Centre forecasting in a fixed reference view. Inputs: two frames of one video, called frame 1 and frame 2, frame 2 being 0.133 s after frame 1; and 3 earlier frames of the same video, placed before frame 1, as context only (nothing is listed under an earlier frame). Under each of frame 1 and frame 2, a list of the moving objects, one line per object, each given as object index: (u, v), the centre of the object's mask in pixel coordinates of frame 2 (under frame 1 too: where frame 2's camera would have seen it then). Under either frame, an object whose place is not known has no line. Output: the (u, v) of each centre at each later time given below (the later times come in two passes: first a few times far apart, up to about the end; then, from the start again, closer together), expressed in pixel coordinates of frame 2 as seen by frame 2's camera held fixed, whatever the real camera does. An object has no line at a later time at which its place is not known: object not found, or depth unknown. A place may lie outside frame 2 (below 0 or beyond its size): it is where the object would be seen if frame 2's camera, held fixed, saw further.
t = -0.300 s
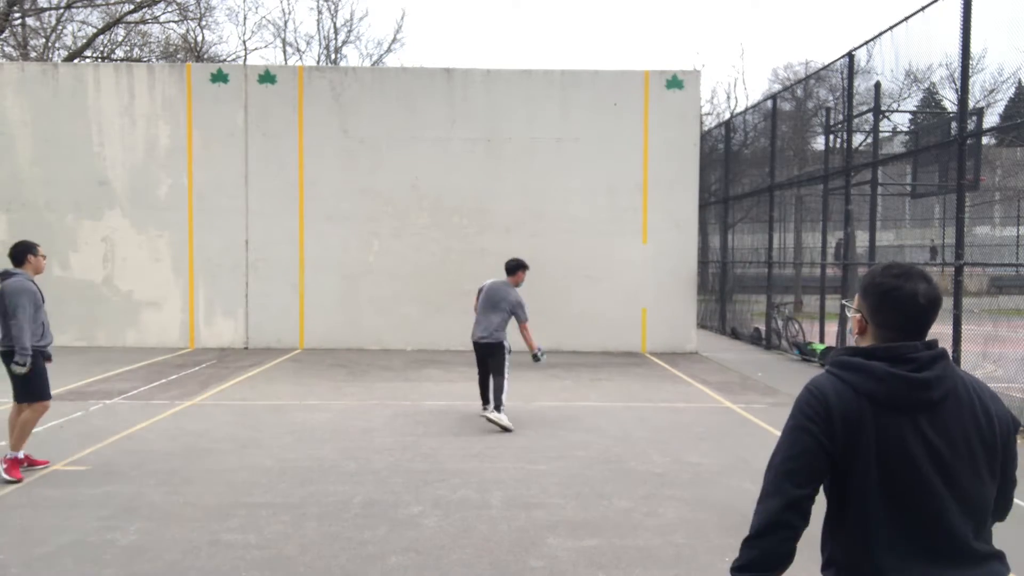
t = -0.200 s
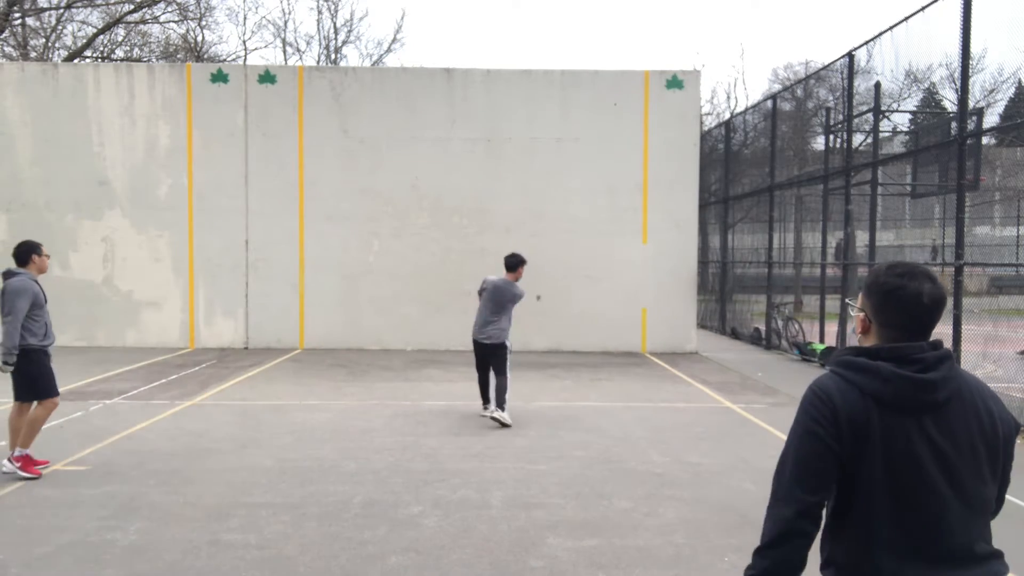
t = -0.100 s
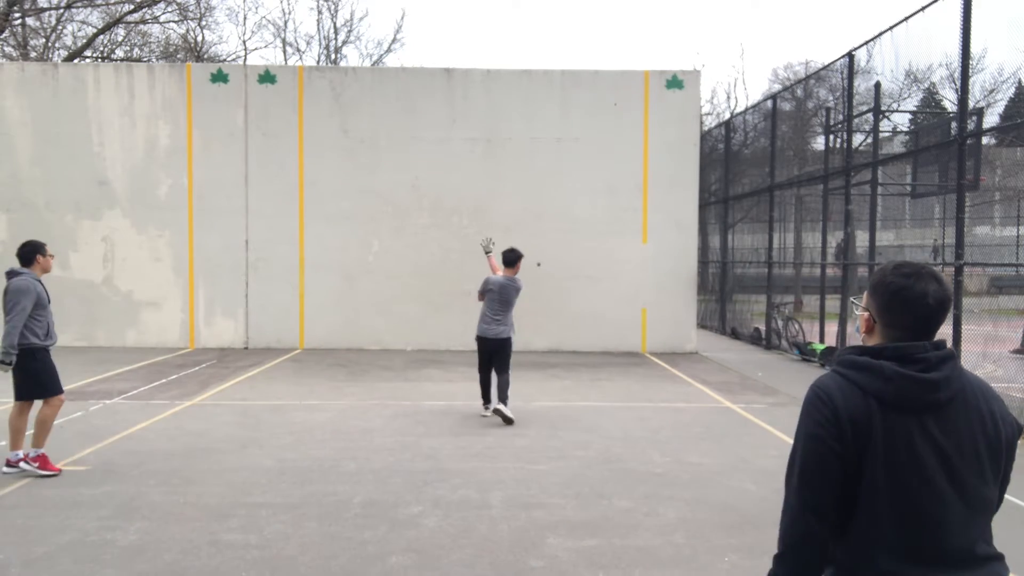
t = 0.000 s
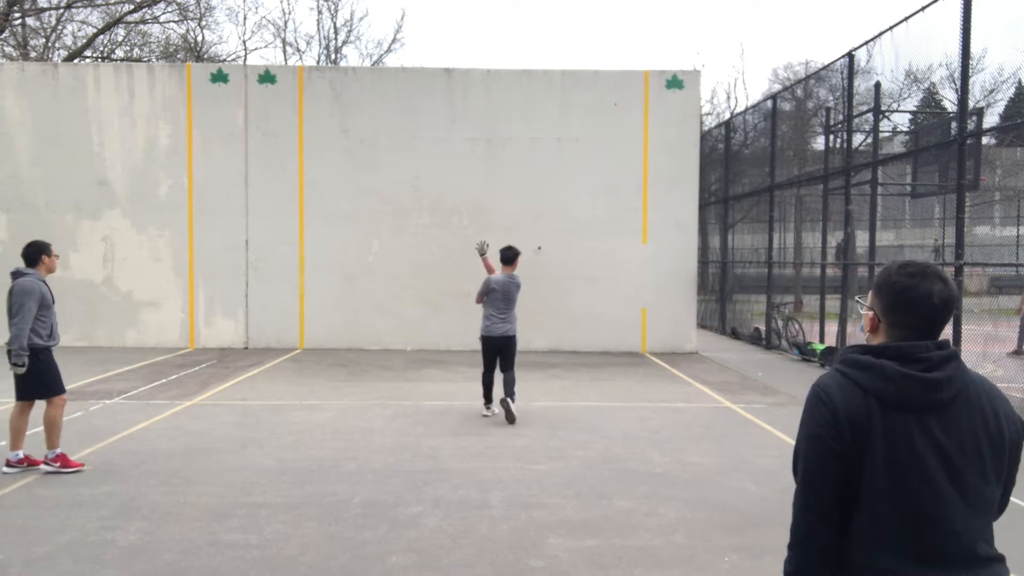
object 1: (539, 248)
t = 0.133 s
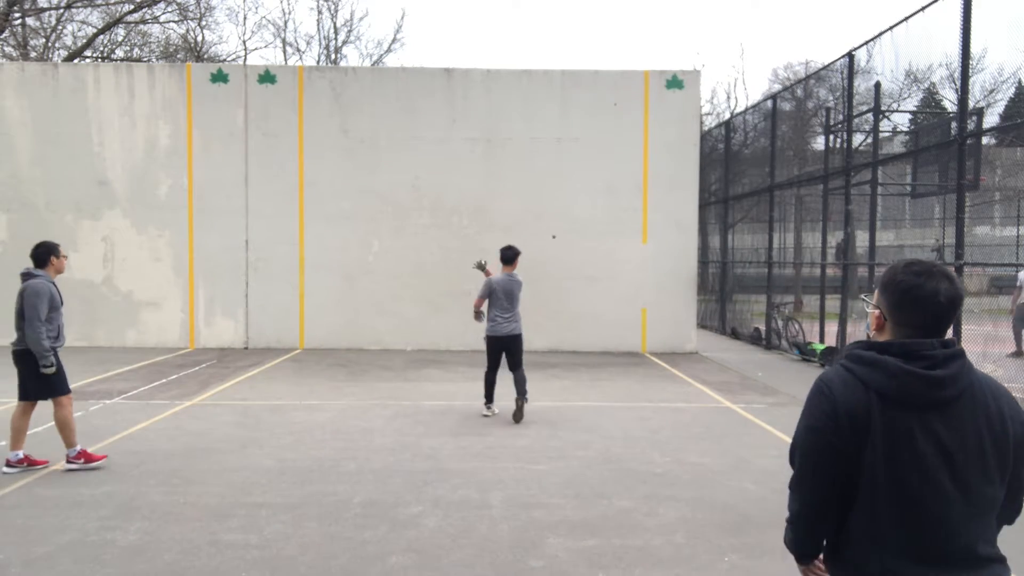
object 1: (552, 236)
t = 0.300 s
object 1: (577, 236)
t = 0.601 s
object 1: (648, 307)
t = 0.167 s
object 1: (557, 235)
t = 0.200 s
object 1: (562, 234)
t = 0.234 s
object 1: (567, 234)
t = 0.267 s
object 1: (572, 235)
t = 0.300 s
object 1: (577, 236)
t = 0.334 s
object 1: (583, 239)
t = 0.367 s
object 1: (588, 242)
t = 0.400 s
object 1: (595, 247)
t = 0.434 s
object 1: (602, 253)
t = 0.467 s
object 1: (610, 260)
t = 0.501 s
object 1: (618, 269)
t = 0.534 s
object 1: (628, 279)
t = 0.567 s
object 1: (637, 292)
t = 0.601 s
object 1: (648, 307)
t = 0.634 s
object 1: (660, 324)
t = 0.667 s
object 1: (673, 345)
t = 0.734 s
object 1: (703, 394)
